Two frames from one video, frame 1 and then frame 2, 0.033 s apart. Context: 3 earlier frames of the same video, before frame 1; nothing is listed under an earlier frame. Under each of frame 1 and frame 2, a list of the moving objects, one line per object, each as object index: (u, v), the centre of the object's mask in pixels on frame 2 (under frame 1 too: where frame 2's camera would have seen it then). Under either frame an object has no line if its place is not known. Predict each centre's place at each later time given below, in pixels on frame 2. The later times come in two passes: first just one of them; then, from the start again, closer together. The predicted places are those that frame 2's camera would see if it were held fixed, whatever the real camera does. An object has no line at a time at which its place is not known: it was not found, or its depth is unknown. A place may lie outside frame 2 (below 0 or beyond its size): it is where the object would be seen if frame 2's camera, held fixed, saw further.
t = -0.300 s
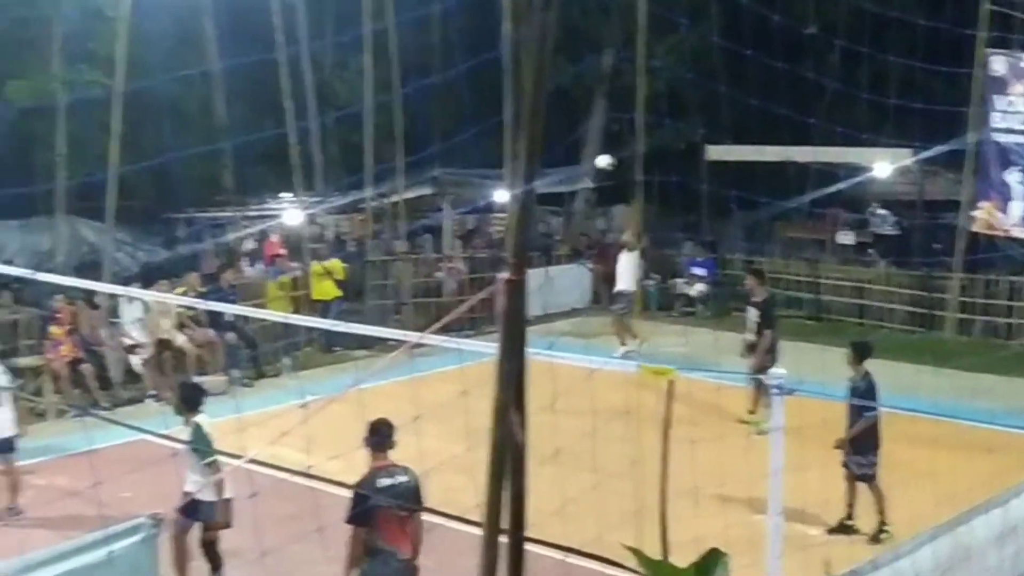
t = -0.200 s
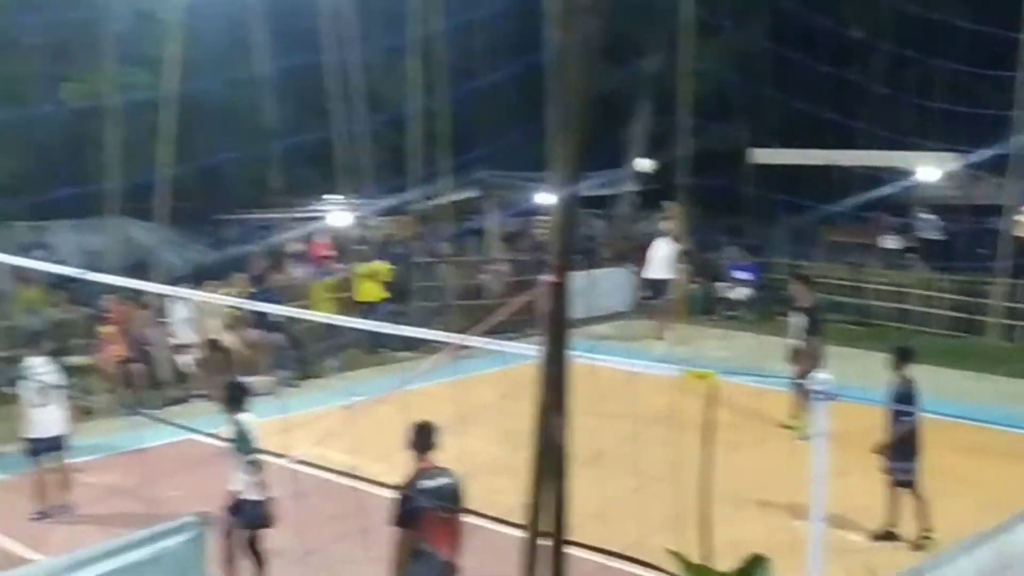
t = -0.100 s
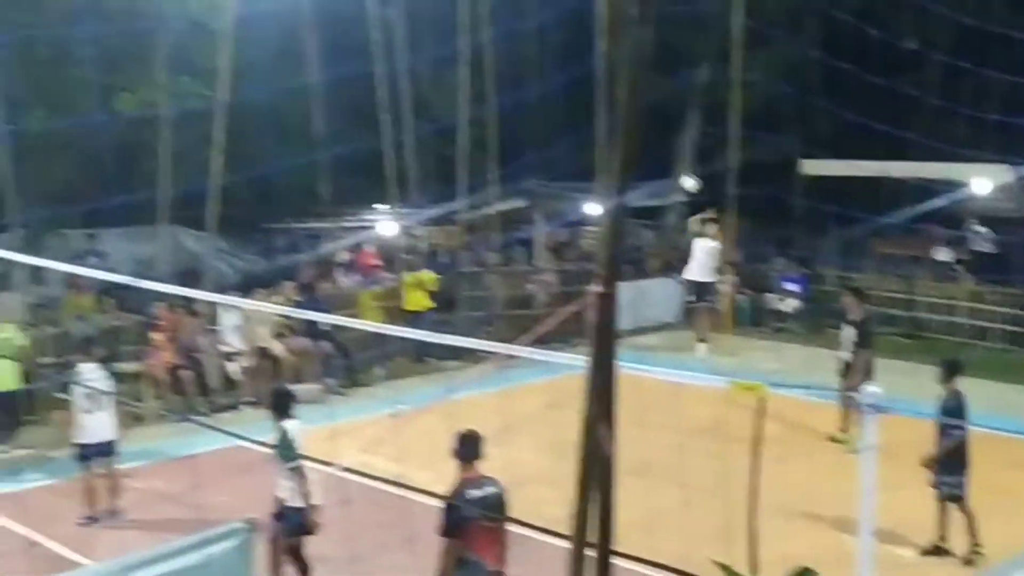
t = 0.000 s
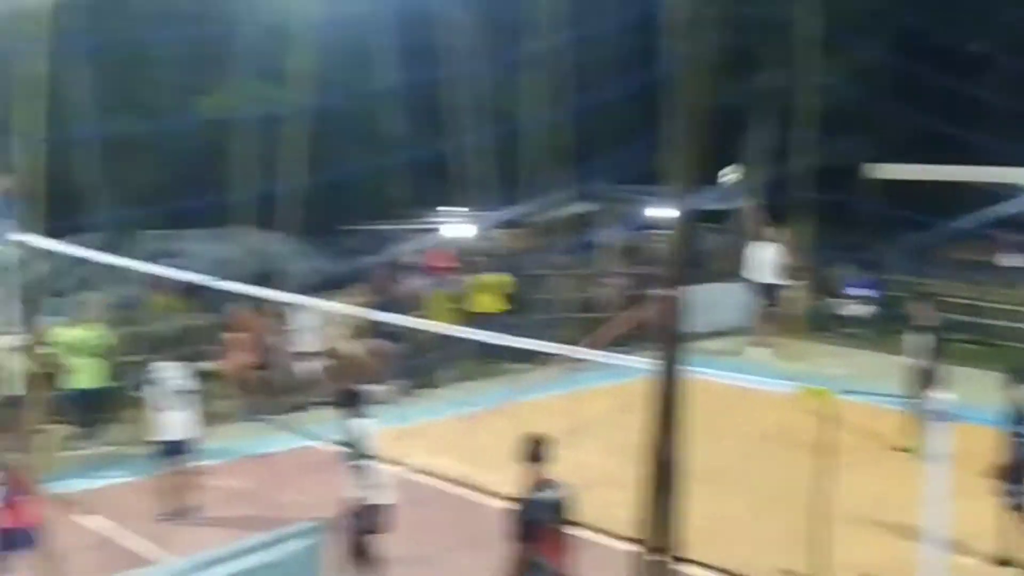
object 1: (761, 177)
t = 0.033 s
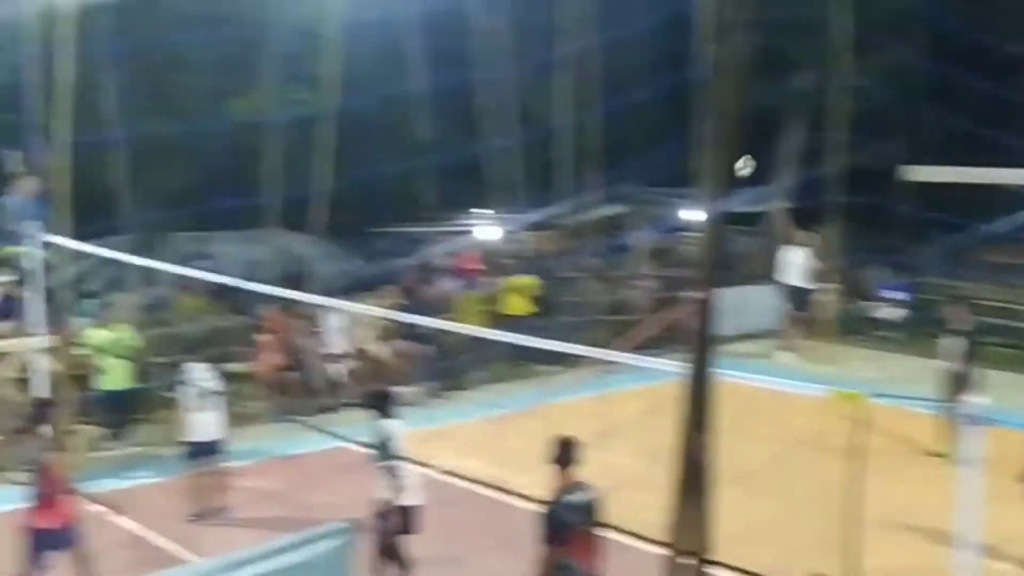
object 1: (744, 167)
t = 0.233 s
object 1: (619, 114)
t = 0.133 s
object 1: (685, 138)
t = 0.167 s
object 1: (665, 129)
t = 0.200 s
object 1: (643, 121)
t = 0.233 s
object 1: (619, 114)
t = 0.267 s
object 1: (596, 108)
